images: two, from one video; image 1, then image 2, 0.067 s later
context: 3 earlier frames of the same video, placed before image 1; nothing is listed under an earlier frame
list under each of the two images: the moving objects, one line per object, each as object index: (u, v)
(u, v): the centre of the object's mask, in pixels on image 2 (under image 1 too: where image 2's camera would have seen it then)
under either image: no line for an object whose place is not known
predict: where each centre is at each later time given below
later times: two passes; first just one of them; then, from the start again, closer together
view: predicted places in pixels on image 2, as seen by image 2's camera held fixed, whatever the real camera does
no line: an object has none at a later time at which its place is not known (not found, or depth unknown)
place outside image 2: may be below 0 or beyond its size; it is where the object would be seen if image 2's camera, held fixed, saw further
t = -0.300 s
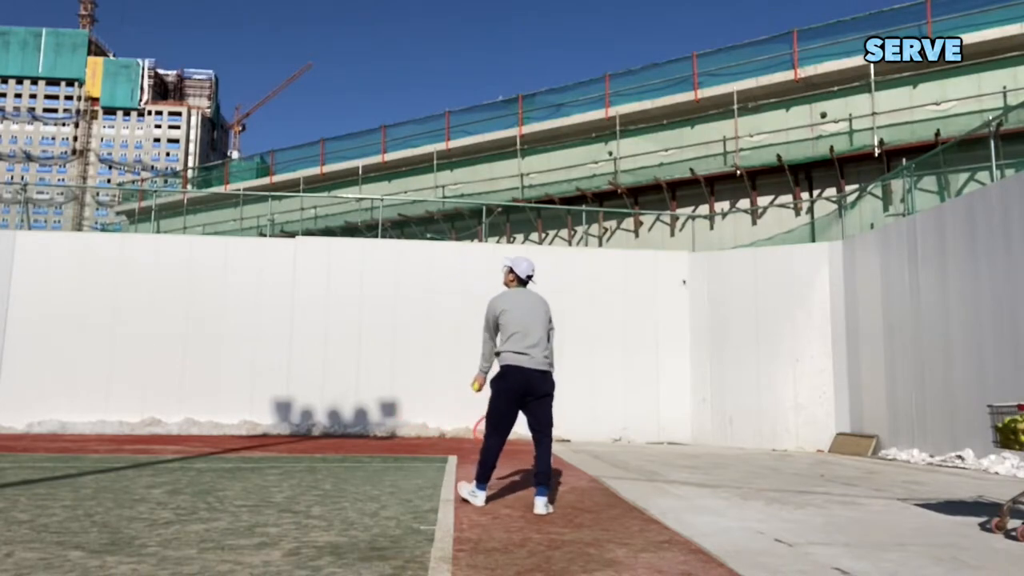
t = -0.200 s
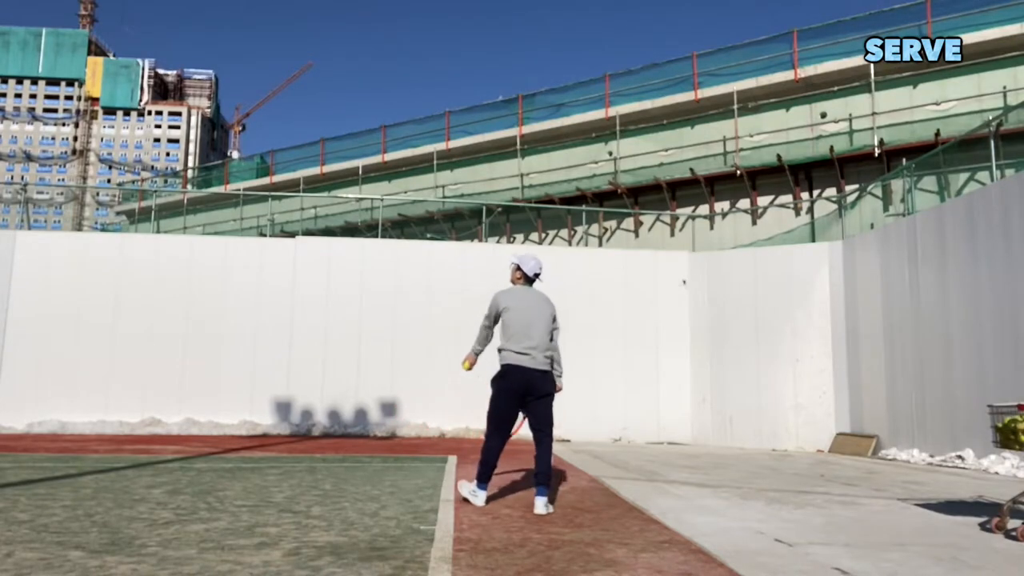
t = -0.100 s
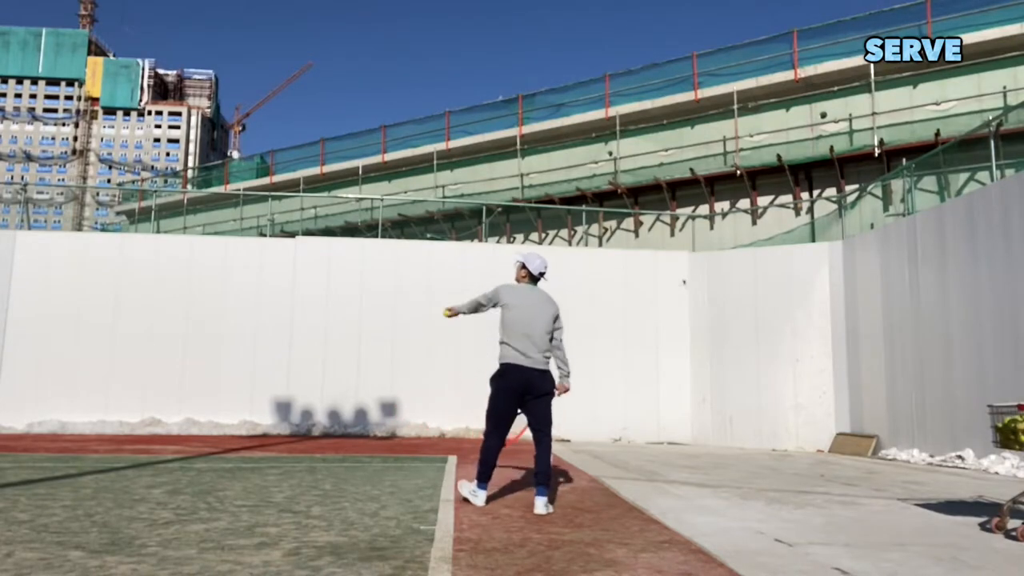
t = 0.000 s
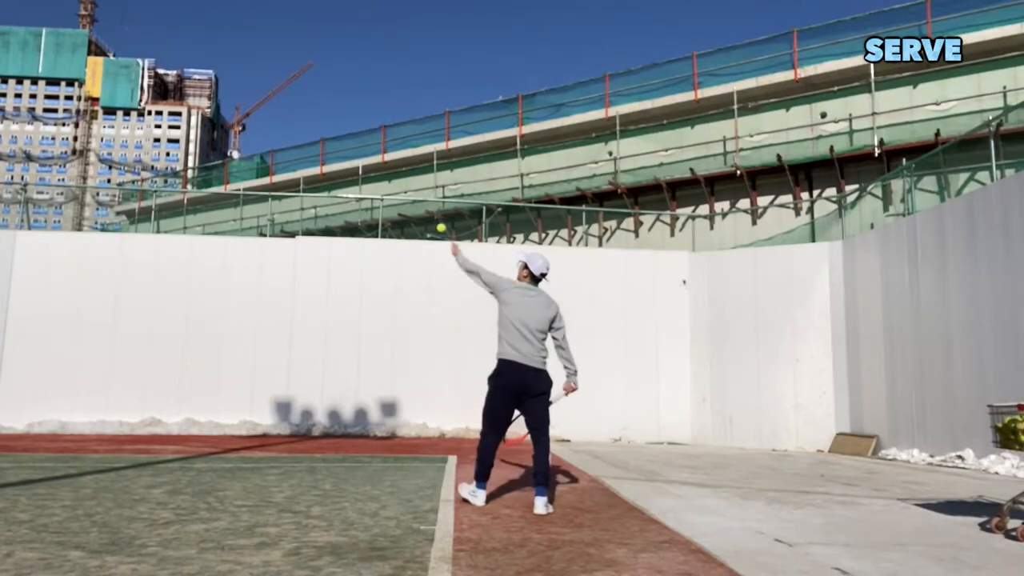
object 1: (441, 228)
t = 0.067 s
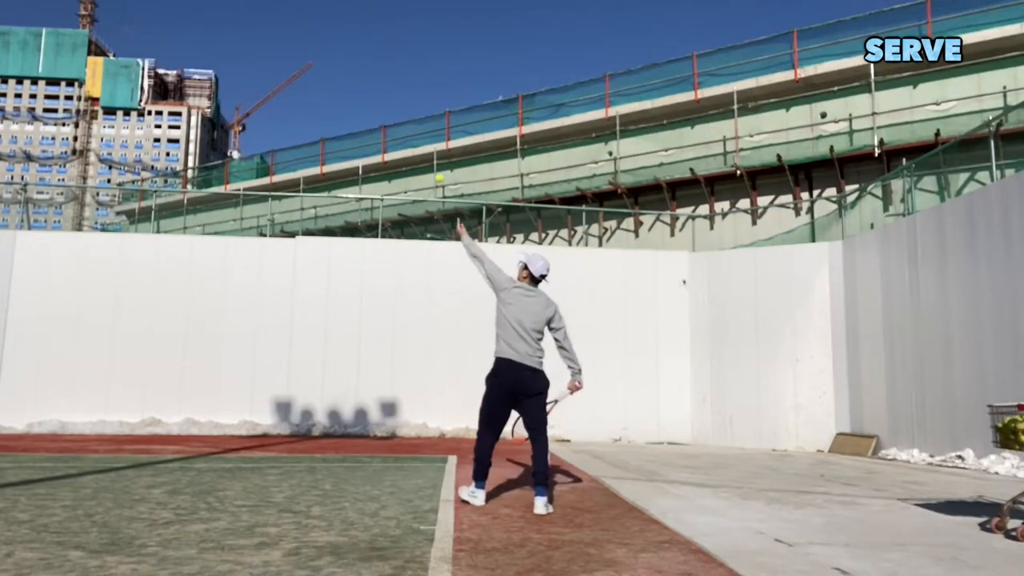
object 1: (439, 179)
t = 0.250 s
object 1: (435, 73)
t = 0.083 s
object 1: (439, 166)
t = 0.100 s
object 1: (438, 155)
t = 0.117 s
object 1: (438, 145)
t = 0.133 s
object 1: (437, 134)
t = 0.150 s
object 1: (437, 124)
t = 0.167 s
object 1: (437, 115)
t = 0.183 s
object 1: (437, 106)
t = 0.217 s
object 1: (436, 89)
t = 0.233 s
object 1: (435, 80)
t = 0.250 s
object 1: (435, 73)
